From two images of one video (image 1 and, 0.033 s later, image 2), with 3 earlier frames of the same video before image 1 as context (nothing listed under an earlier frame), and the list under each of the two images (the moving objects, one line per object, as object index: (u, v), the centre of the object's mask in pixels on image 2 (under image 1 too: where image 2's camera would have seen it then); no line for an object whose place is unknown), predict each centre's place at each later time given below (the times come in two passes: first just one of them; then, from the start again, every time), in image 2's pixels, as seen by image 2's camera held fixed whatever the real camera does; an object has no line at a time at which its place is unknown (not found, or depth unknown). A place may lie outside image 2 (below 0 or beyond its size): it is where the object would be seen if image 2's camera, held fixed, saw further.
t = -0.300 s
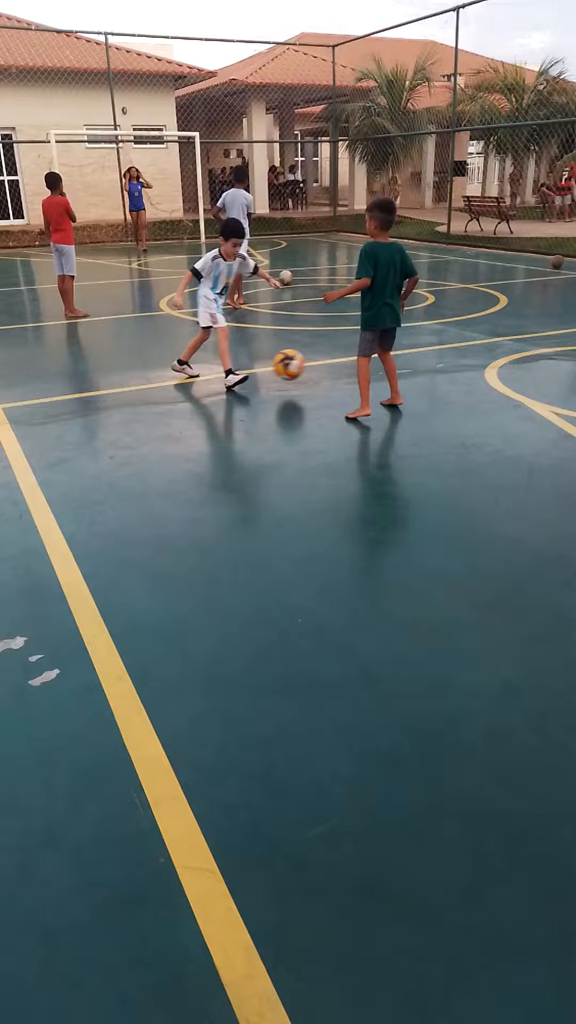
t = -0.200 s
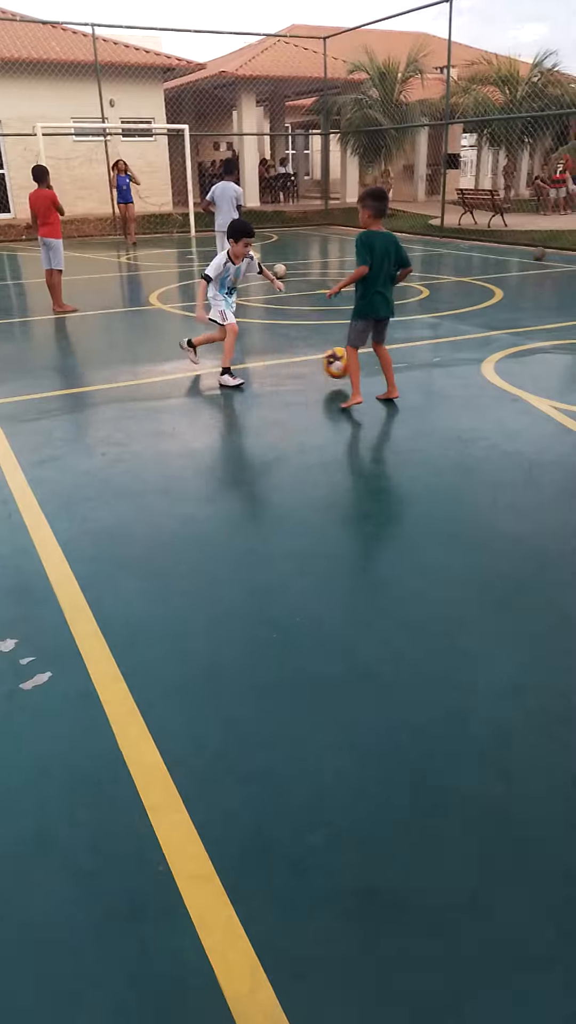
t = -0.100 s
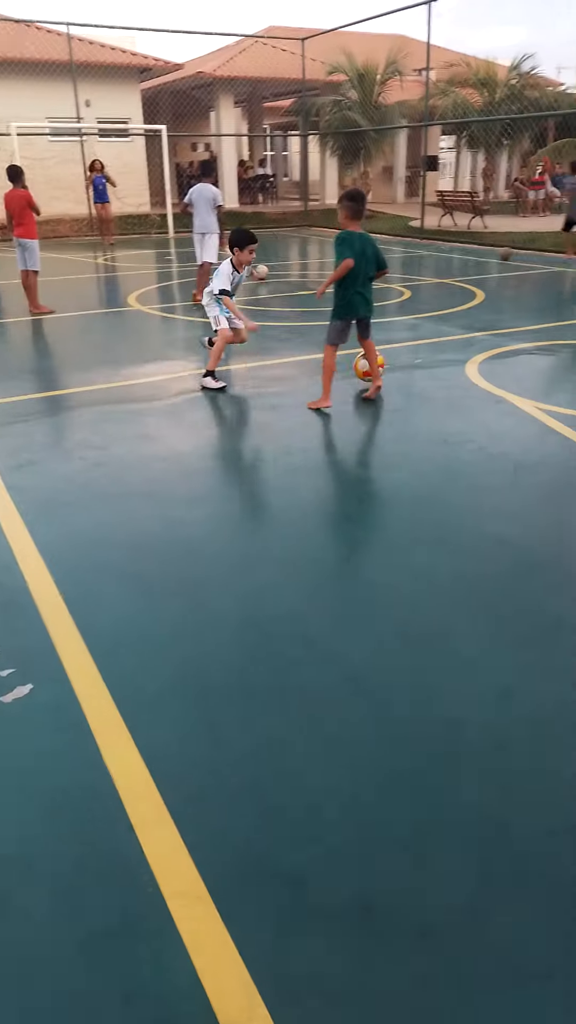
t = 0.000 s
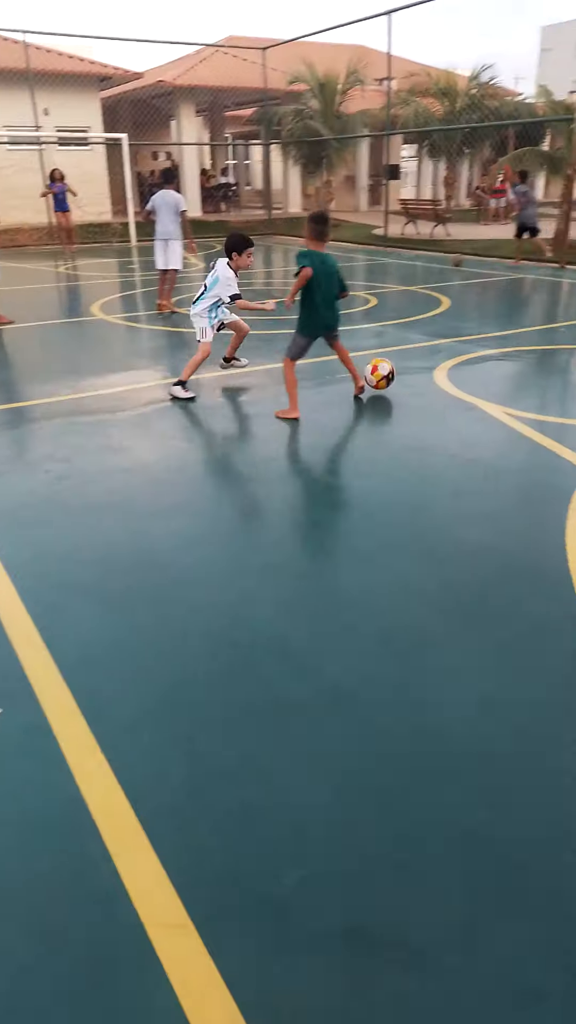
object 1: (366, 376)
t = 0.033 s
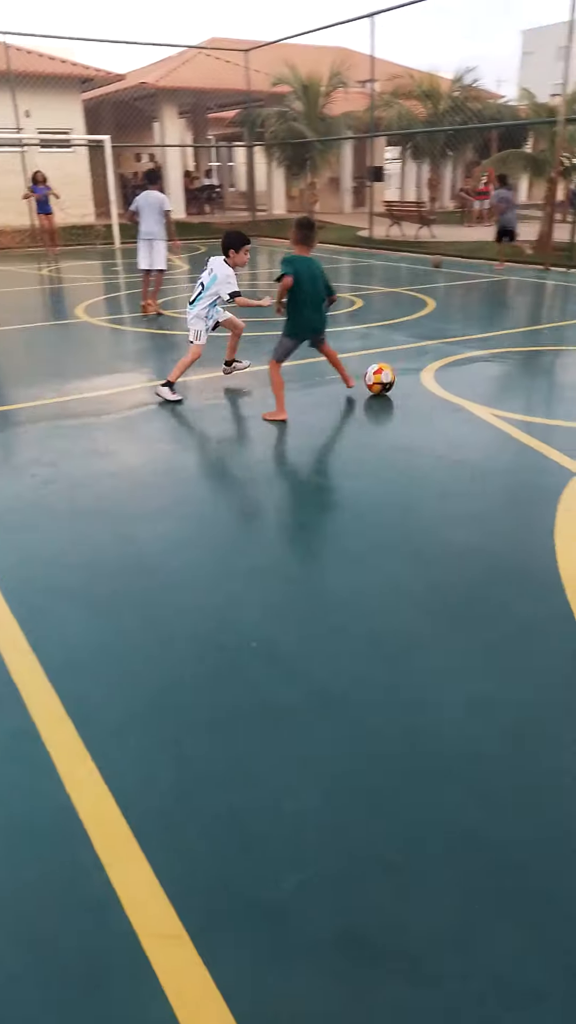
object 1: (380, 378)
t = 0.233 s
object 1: (450, 379)
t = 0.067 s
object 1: (392, 376)
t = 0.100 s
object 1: (403, 373)
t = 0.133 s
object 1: (415, 372)
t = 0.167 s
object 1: (427, 373)
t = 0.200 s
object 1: (439, 375)
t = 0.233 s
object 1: (450, 379)
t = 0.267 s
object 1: (462, 377)
